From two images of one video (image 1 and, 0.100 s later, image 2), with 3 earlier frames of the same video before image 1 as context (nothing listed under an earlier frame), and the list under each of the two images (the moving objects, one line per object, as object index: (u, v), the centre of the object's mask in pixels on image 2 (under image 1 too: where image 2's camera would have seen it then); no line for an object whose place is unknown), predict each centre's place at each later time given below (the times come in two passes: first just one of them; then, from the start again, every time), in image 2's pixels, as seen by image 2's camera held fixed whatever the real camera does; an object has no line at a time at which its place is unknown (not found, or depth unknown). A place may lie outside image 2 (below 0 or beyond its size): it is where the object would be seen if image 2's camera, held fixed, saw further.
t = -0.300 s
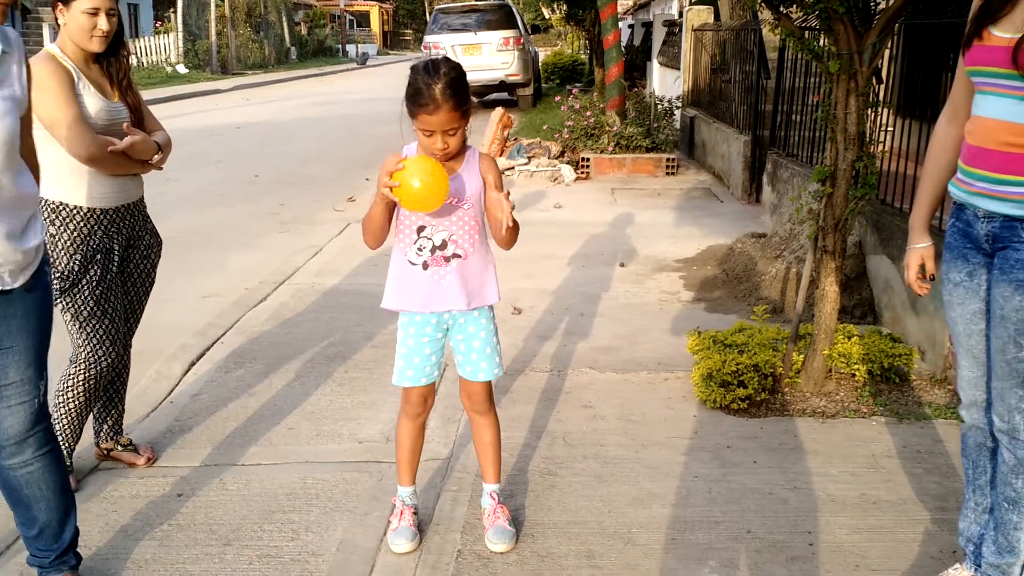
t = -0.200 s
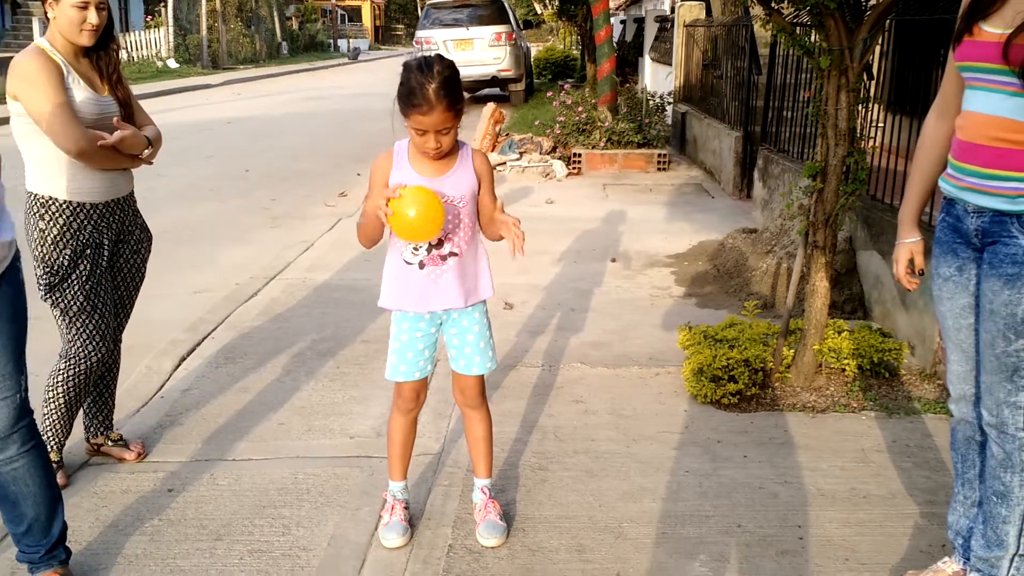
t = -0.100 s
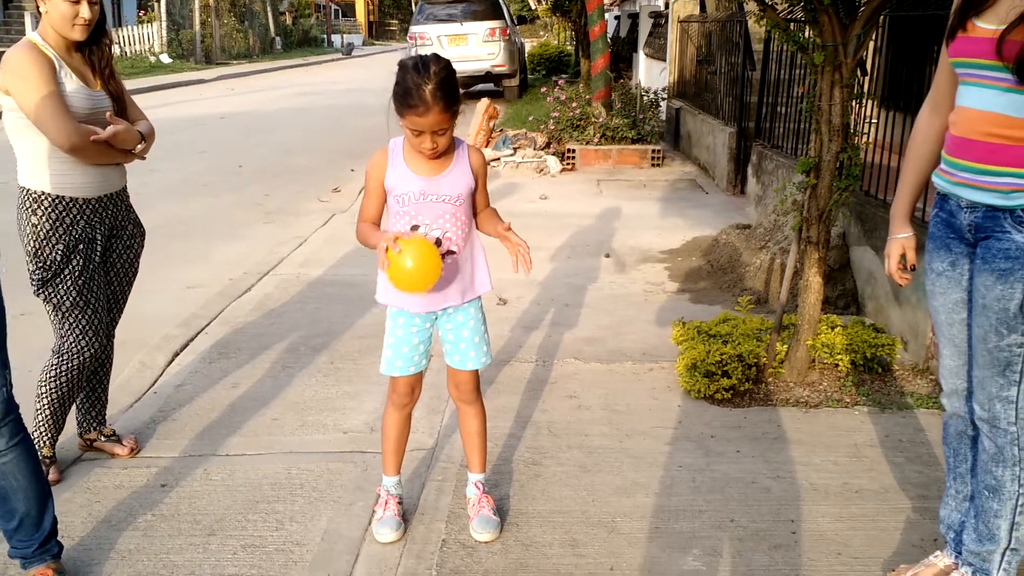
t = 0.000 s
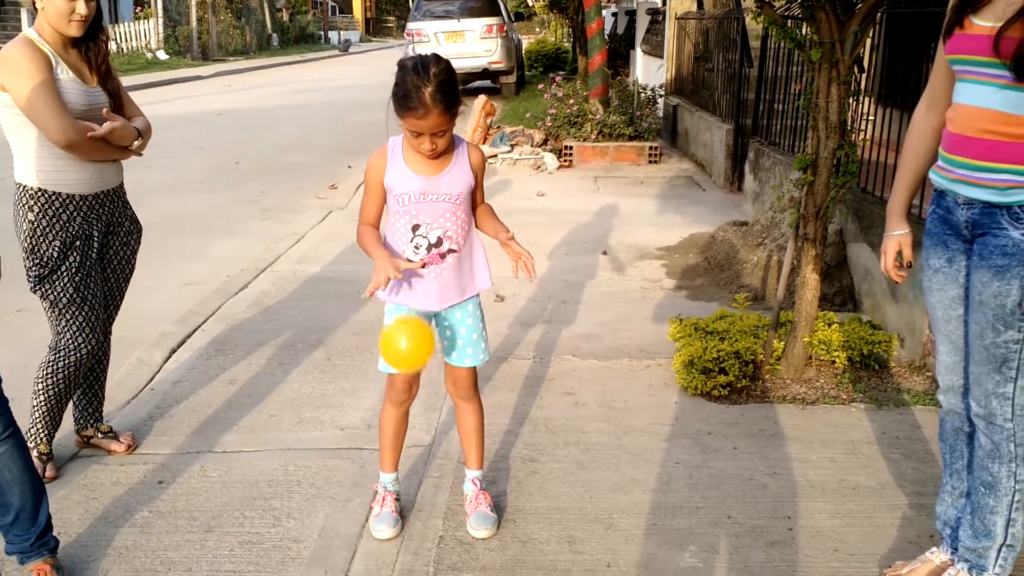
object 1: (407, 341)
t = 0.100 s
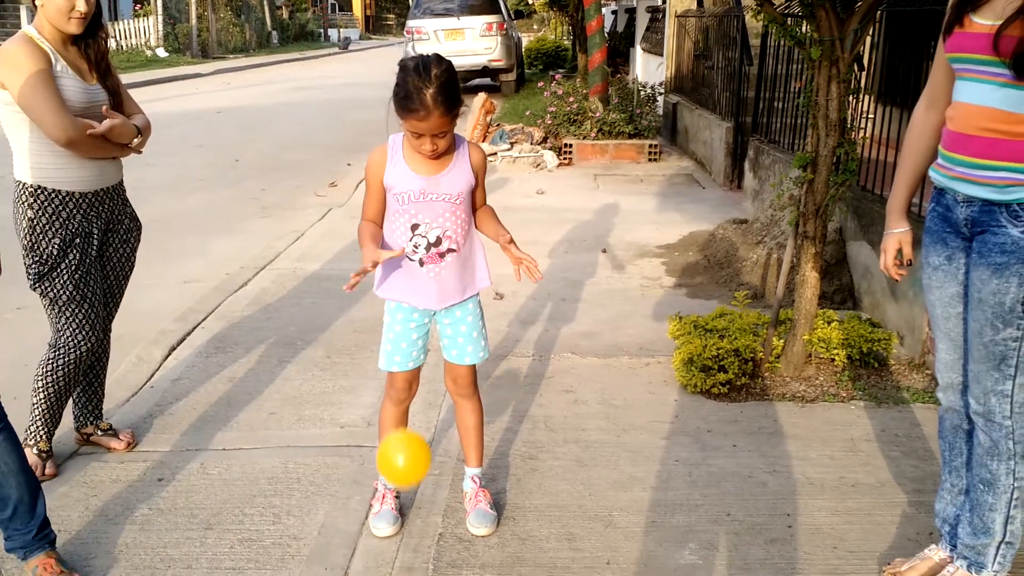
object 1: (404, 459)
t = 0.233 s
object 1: (404, 455)
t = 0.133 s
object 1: (403, 505)
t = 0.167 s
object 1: (403, 530)
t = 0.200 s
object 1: (403, 491)
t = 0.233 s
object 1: (404, 455)
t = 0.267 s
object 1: (404, 424)
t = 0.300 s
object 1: (405, 396)
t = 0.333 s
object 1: (406, 372)
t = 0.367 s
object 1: (407, 351)
